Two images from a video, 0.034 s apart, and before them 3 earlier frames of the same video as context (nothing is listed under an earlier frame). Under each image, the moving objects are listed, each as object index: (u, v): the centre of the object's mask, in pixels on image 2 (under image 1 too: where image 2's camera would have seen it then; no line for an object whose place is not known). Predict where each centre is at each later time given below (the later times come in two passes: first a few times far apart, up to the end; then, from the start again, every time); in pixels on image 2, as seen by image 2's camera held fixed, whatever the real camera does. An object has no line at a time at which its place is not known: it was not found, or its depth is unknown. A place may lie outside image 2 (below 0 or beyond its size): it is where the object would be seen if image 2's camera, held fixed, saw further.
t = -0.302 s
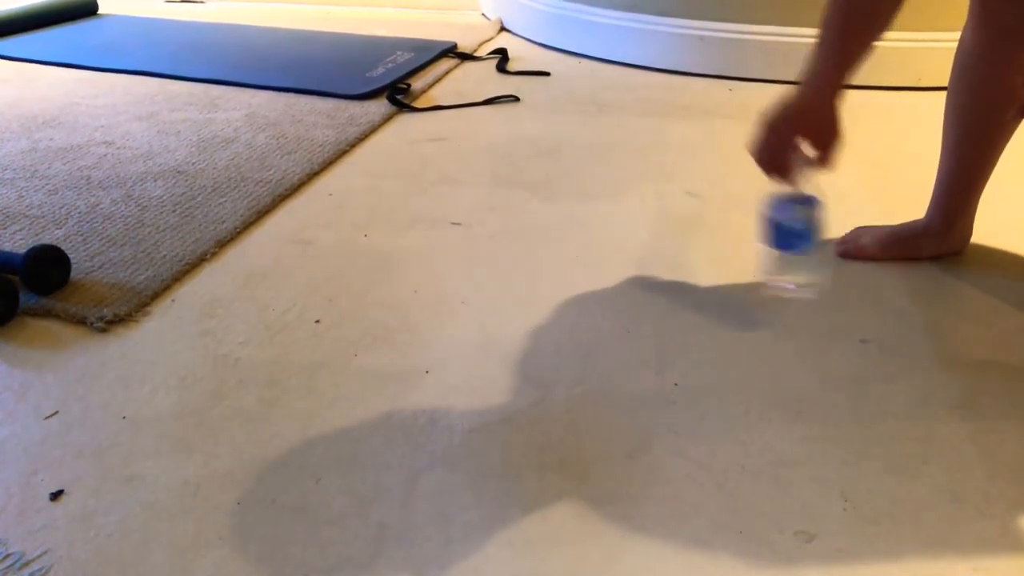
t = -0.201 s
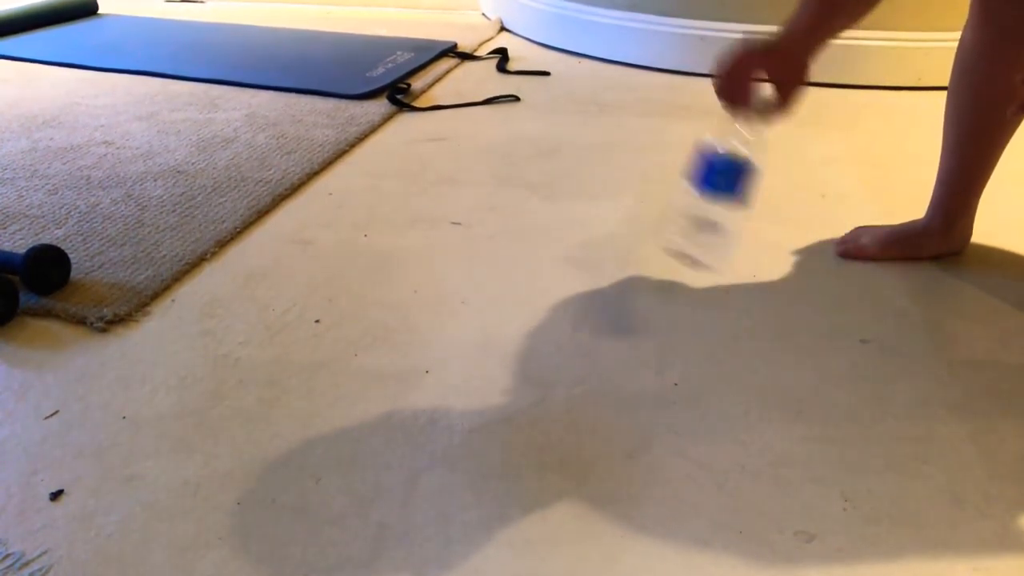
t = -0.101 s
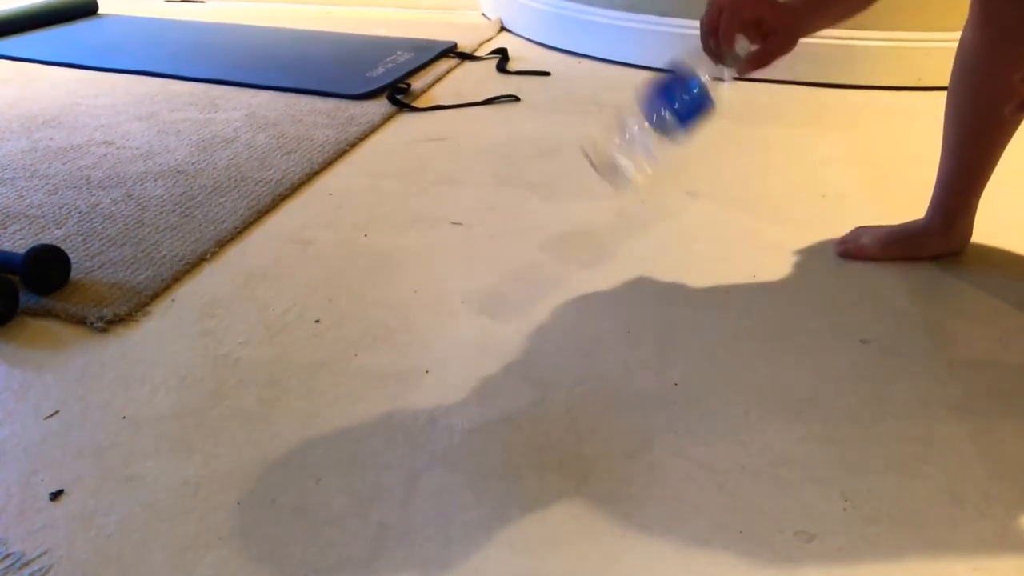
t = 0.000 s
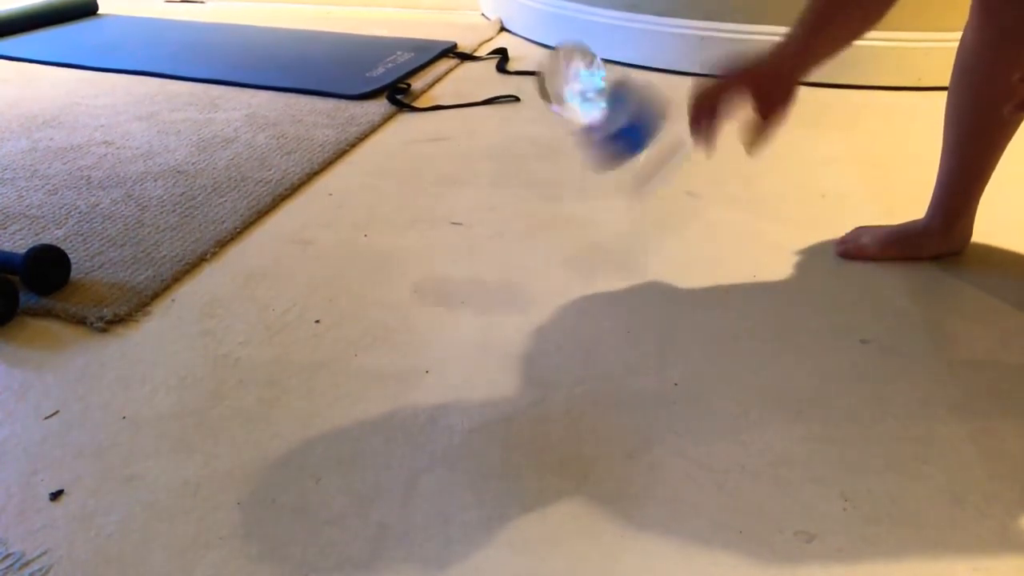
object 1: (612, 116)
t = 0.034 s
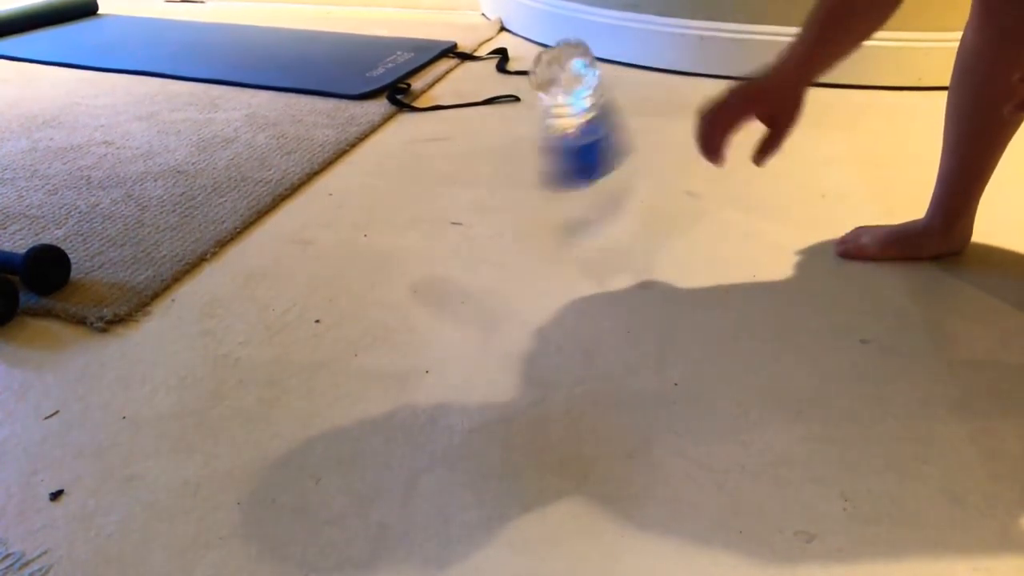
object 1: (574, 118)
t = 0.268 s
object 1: (464, 345)
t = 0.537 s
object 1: (457, 333)
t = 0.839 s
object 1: (453, 339)
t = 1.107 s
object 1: (453, 340)
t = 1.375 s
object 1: (454, 339)
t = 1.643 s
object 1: (453, 339)
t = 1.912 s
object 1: (453, 339)
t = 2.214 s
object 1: (453, 339)
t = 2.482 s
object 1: (453, 340)
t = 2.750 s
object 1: (453, 339)
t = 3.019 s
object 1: (453, 339)
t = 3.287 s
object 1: (453, 339)
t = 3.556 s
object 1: (453, 339)
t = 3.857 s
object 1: (453, 339)
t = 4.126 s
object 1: (453, 340)
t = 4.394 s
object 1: (453, 339)
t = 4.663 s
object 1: (453, 339)
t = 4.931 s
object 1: (453, 340)
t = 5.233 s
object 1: (453, 340)
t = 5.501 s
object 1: (453, 339)
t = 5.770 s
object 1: (453, 339)
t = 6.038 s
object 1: (453, 340)
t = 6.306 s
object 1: (453, 340)
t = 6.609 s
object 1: (453, 339)
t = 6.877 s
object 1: (453, 339)
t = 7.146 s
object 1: (453, 339)
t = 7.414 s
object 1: (453, 339)
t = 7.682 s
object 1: (453, 339)
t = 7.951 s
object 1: (453, 339)
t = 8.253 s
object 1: (453, 339)
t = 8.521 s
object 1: (453, 339)
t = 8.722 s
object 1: (453, 339)
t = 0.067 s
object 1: (550, 134)
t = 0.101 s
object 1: (513, 179)
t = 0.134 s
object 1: (496, 197)
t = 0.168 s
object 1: (479, 231)
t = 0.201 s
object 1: (472, 272)
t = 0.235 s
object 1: (468, 322)
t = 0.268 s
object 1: (464, 345)
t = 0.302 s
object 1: (465, 343)
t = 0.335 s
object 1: (462, 343)
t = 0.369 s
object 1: (460, 342)
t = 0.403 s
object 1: (458, 342)
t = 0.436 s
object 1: (457, 341)
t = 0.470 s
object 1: (455, 341)
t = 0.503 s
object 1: (457, 337)
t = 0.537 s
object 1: (457, 333)
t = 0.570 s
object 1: (457, 332)
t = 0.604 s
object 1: (457, 333)
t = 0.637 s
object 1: (456, 336)
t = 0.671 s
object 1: (454, 339)
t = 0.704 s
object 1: (452, 339)
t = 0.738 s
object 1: (452, 338)
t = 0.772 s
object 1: (454, 339)
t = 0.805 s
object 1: (454, 340)
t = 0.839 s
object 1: (453, 339)
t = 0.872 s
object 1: (453, 339)
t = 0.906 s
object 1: (454, 339)
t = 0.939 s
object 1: (455, 340)
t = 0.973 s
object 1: (454, 339)
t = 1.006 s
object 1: (454, 339)
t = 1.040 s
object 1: (453, 339)
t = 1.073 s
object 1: (453, 340)
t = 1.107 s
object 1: (453, 340)
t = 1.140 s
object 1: (453, 339)
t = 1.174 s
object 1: (453, 339)
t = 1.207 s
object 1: (453, 339)
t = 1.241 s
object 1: (453, 339)
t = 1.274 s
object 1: (453, 339)
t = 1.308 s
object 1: (454, 339)
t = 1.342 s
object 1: (454, 339)
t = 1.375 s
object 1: (454, 339)
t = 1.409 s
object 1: (454, 339)
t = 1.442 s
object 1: (454, 339)
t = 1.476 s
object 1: (454, 339)
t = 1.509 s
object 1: (454, 339)
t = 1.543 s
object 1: (453, 339)
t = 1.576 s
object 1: (453, 339)
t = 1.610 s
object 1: (453, 339)
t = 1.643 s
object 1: (453, 339)
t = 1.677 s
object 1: (453, 339)
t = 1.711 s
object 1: (453, 339)
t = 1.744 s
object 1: (453, 339)
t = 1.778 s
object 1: (453, 339)
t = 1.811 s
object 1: (453, 339)
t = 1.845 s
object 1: (453, 339)
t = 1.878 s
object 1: (453, 339)
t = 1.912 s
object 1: (453, 339)
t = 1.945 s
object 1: (453, 339)
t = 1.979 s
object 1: (453, 339)
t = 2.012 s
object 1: (453, 339)
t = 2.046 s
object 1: (453, 339)
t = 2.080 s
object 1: (453, 339)
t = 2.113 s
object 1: (453, 339)
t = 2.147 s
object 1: (453, 339)
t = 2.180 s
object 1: (453, 339)
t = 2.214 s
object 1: (453, 339)
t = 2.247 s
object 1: (453, 339)
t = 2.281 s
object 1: (453, 339)
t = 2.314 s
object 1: (453, 339)
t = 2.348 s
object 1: (453, 339)
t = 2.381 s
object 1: (453, 339)
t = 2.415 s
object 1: (453, 340)
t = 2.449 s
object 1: (453, 340)
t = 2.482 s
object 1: (453, 340)
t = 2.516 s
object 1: (453, 340)
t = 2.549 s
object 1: (453, 340)
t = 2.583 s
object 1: (453, 340)
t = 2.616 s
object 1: (453, 340)
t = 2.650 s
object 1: (453, 340)
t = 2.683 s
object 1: (453, 340)
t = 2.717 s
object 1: (453, 339)
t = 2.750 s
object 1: (453, 339)
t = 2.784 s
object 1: (453, 339)
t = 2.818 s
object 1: (453, 339)
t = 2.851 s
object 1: (453, 340)
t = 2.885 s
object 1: (453, 340)
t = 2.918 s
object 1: (453, 340)
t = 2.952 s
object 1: (453, 340)
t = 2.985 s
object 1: (453, 340)
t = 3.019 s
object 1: (453, 339)
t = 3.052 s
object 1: (453, 340)
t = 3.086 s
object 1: (453, 339)
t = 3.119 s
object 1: (453, 340)
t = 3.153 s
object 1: (453, 340)
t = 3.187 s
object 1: (453, 340)
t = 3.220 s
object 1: (453, 339)
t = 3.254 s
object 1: (453, 339)
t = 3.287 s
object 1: (453, 339)
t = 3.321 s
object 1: (453, 339)
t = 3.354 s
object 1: (453, 339)
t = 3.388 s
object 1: (453, 339)
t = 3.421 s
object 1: (453, 339)
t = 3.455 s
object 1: (453, 339)
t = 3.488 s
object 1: (453, 340)
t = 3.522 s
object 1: (454, 340)
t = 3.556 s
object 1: (453, 339)
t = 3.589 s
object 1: (453, 340)
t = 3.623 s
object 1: (453, 339)
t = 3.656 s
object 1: (453, 339)
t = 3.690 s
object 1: (453, 339)
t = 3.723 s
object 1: (453, 340)
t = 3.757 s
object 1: (453, 340)
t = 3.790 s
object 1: (453, 340)
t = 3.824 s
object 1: (453, 339)
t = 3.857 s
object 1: (453, 339)
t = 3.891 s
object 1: (453, 339)
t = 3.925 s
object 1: (453, 339)
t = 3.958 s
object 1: (453, 339)
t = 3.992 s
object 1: (453, 340)
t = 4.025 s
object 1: (453, 340)
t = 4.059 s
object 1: (453, 340)
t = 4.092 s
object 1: (453, 339)
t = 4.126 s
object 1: (453, 340)
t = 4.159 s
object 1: (453, 339)
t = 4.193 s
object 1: (453, 339)
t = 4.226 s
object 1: (453, 339)
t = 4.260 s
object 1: (453, 339)
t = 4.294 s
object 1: (453, 339)
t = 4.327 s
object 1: (453, 339)
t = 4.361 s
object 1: (453, 339)
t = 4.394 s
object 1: (453, 339)
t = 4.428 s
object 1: (453, 339)
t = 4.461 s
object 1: (453, 339)
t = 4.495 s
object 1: (453, 339)
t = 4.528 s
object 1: (453, 339)
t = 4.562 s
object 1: (453, 339)
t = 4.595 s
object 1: (453, 339)
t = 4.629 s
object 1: (453, 339)
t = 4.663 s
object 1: (453, 339)
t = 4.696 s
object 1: (453, 339)
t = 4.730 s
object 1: (453, 339)
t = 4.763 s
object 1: (453, 339)
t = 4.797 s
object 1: (453, 340)
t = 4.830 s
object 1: (453, 340)
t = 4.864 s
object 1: (453, 339)
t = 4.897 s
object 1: (453, 340)
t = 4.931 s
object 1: (453, 340)
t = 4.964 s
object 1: (453, 340)
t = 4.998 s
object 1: (453, 340)
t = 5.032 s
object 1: (453, 340)
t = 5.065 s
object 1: (453, 340)
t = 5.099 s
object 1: (453, 340)
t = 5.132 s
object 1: (453, 340)
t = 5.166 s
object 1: (453, 340)
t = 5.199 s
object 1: (453, 340)
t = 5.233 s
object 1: (453, 340)
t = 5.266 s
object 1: (453, 340)
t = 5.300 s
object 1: (453, 340)
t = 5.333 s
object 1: (453, 340)
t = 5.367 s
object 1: (453, 340)
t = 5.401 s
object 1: (453, 339)
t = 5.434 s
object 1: (453, 339)
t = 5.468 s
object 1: (453, 339)
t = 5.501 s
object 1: (453, 339)
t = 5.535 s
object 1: (453, 339)
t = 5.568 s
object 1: (453, 339)
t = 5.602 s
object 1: (453, 339)
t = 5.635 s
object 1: (453, 339)
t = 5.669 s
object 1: (453, 339)
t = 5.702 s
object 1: (453, 339)
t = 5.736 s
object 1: (453, 339)
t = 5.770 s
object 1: (453, 339)
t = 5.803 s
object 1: (453, 339)
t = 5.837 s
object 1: (453, 340)
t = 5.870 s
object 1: (453, 339)
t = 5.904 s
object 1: (453, 340)
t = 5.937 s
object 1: (453, 340)
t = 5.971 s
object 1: (453, 340)
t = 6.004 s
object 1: (453, 339)
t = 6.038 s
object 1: (453, 340)
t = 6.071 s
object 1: (453, 340)
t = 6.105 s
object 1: (453, 340)
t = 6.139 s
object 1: (453, 340)
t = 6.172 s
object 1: (453, 340)
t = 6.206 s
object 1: (453, 339)
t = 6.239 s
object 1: (453, 340)
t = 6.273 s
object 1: (453, 340)
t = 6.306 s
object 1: (453, 340)
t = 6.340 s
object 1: (453, 340)
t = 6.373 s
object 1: (453, 340)
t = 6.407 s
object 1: (453, 340)
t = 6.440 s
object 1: (453, 340)
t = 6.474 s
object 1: (453, 340)
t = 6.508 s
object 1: (453, 339)
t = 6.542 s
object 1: (453, 339)
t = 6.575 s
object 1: (453, 339)
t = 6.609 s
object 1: (453, 339)
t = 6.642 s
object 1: (453, 339)
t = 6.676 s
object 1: (453, 339)
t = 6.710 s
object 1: (453, 339)
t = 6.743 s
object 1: (453, 339)
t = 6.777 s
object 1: (453, 339)
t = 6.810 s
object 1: (453, 339)
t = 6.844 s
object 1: (453, 339)
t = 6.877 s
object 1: (453, 339)
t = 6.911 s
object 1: (453, 339)
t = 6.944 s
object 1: (453, 339)
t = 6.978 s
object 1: (453, 339)
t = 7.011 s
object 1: (453, 339)
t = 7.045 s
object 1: (453, 339)
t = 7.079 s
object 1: (453, 339)
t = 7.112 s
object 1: (453, 339)
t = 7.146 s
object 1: (453, 339)
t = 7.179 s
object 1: (453, 339)
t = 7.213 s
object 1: (453, 339)
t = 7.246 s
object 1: (453, 339)
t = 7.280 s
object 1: (453, 339)
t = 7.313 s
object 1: (453, 339)
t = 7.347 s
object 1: (453, 339)
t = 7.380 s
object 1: (453, 339)
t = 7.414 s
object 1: (453, 339)
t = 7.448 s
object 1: (453, 339)
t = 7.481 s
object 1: (453, 339)
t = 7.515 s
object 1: (453, 339)
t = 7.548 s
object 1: (453, 339)
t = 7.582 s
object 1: (453, 339)
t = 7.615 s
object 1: (453, 339)
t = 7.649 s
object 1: (453, 339)
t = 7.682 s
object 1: (453, 339)
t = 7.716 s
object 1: (453, 339)
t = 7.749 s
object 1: (453, 339)
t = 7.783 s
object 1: (453, 339)
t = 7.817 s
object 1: (453, 339)
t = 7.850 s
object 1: (453, 339)
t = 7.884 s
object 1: (453, 339)
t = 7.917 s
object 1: (453, 339)
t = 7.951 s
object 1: (453, 339)
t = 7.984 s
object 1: (453, 339)
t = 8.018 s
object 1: (453, 339)
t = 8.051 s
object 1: (453, 339)
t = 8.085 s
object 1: (453, 339)
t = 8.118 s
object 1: (453, 339)
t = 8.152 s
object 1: (453, 339)
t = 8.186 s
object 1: (453, 339)
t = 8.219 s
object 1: (453, 339)
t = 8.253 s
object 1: (453, 339)
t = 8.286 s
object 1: (453, 339)
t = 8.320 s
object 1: (453, 339)
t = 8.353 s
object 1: (453, 339)
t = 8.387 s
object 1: (453, 339)
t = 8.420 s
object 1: (453, 339)
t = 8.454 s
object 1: (453, 339)
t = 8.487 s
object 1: (453, 339)
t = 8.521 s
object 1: (453, 339)
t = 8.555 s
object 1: (453, 339)
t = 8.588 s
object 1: (453, 339)
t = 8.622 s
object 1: (453, 339)
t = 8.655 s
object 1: (453, 339)
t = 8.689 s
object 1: (453, 339)
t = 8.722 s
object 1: (453, 339)
